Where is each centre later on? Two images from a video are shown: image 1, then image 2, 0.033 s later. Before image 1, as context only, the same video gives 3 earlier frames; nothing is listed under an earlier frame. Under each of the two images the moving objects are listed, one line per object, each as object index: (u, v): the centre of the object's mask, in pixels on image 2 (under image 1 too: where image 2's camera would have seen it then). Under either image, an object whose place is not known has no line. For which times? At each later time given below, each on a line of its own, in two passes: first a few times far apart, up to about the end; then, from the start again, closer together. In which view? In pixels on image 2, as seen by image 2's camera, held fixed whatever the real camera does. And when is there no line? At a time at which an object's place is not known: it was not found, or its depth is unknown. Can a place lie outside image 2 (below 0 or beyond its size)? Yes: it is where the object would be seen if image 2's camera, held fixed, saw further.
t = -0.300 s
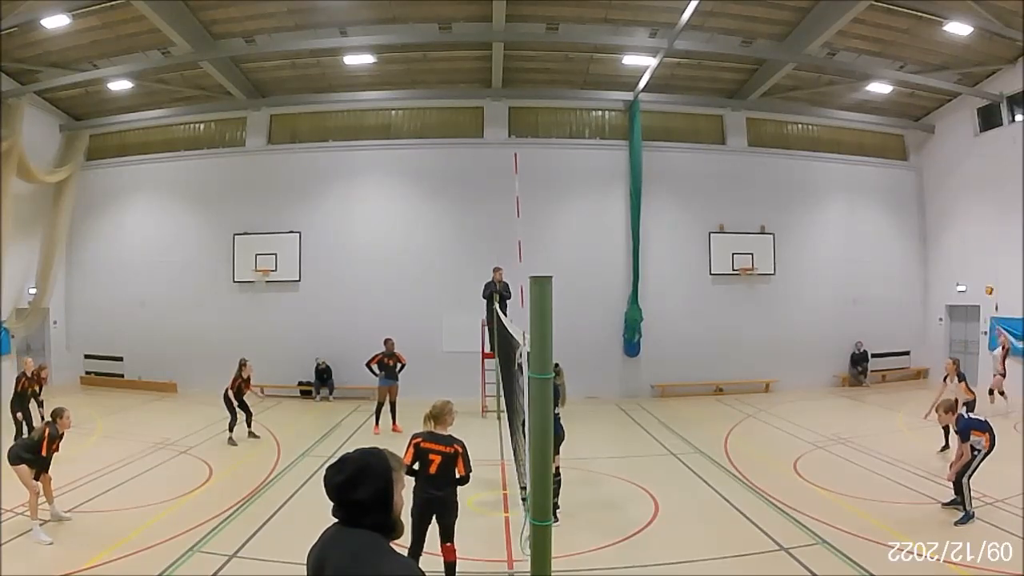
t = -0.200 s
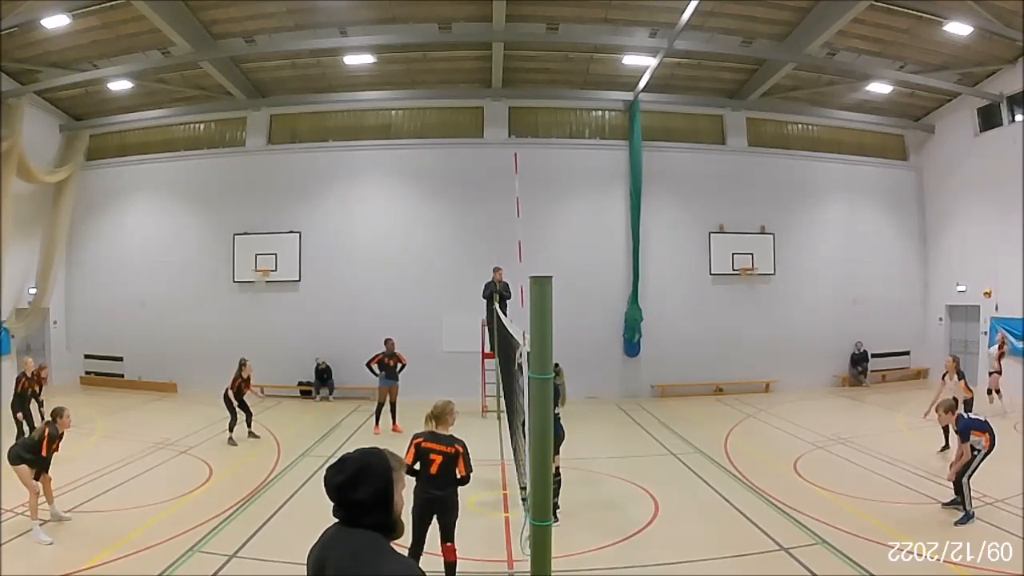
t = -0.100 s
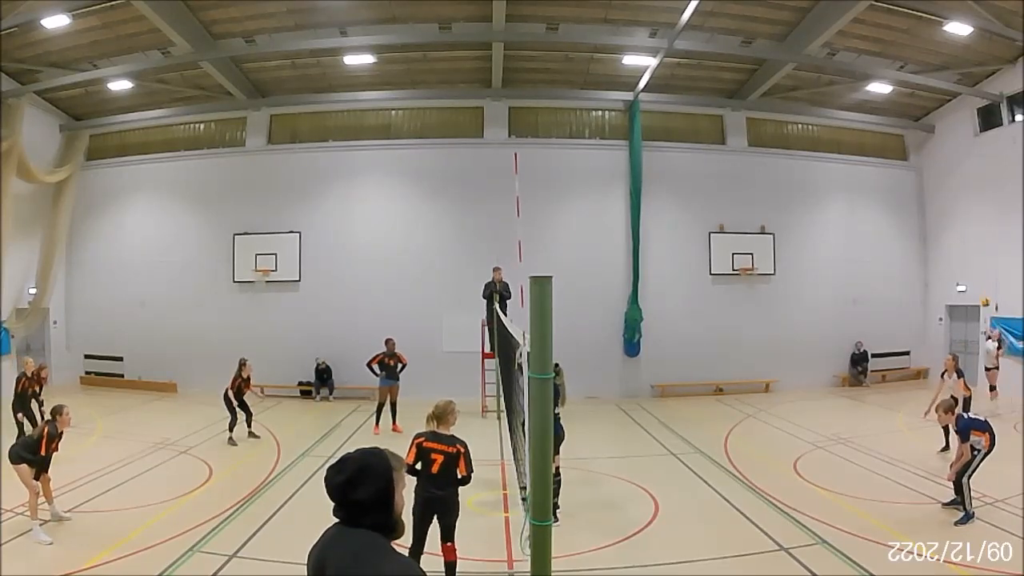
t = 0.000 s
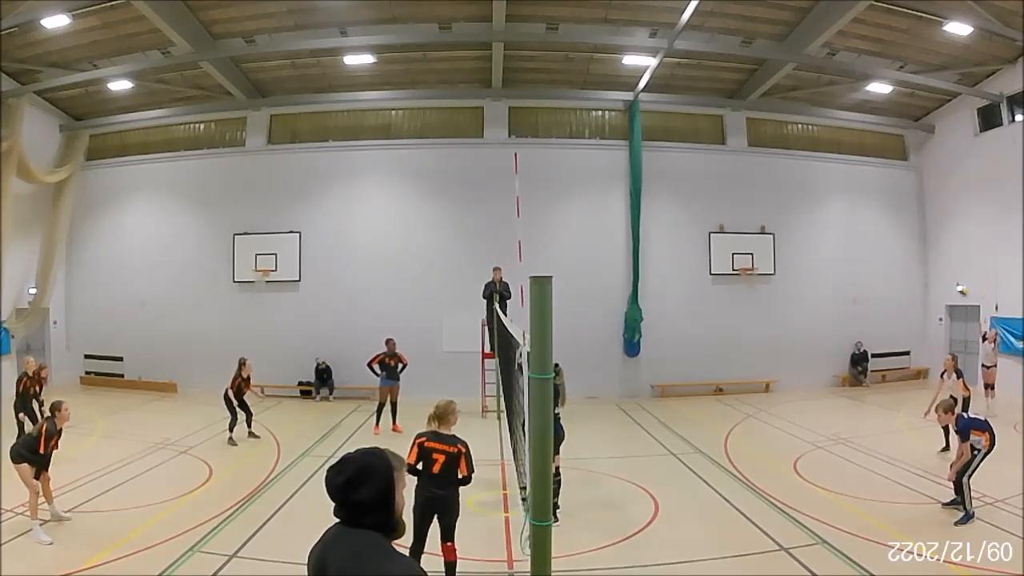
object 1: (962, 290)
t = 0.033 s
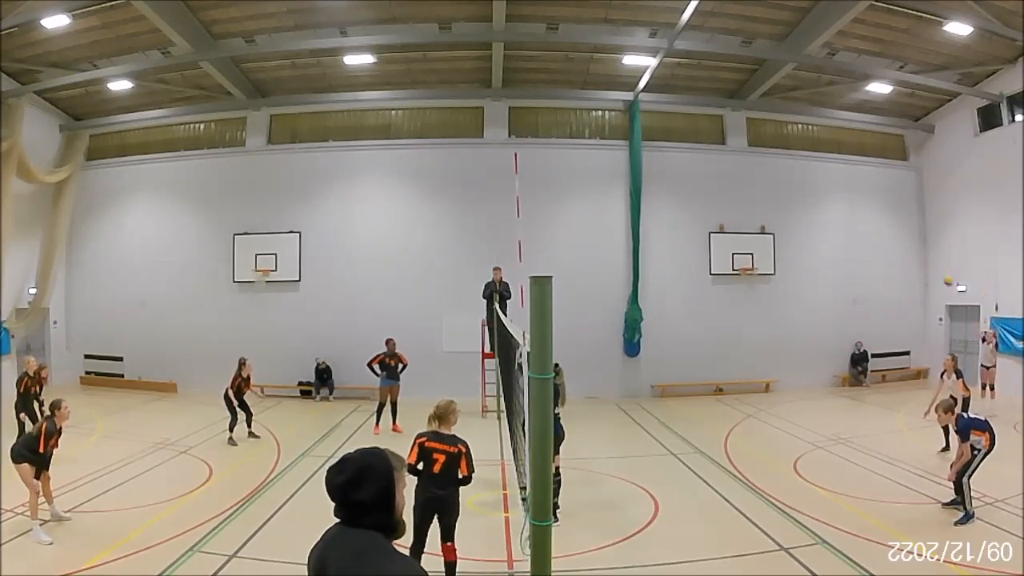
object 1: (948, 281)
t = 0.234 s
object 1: (834, 224)
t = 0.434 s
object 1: (688, 186)
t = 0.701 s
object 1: (438, 181)
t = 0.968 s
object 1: (214, 237)
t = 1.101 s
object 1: (120, 282)
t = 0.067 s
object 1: (931, 271)
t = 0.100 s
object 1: (914, 261)
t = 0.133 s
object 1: (896, 251)
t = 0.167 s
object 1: (877, 242)
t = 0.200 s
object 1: (856, 233)
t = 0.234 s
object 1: (834, 224)
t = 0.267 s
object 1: (811, 216)
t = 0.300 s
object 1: (793, 211)
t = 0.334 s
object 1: (768, 204)
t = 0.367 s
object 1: (742, 197)
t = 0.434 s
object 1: (688, 186)
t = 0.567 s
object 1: (563, 175)
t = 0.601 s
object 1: (531, 175)
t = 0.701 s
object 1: (438, 181)
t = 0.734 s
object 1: (407, 185)
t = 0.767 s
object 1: (376, 191)
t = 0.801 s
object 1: (354, 196)
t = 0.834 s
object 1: (325, 203)
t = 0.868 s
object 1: (296, 209)
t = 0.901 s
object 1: (268, 217)
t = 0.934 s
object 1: (240, 226)
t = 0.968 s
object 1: (214, 237)
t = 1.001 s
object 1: (188, 248)
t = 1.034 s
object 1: (164, 258)
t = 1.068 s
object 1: (141, 270)
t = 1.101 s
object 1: (120, 282)
